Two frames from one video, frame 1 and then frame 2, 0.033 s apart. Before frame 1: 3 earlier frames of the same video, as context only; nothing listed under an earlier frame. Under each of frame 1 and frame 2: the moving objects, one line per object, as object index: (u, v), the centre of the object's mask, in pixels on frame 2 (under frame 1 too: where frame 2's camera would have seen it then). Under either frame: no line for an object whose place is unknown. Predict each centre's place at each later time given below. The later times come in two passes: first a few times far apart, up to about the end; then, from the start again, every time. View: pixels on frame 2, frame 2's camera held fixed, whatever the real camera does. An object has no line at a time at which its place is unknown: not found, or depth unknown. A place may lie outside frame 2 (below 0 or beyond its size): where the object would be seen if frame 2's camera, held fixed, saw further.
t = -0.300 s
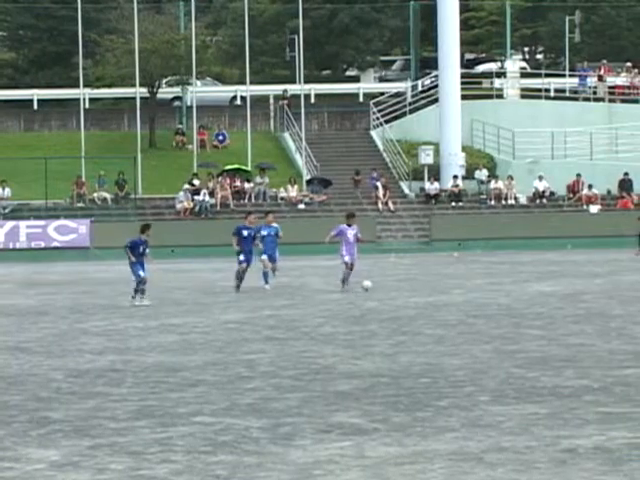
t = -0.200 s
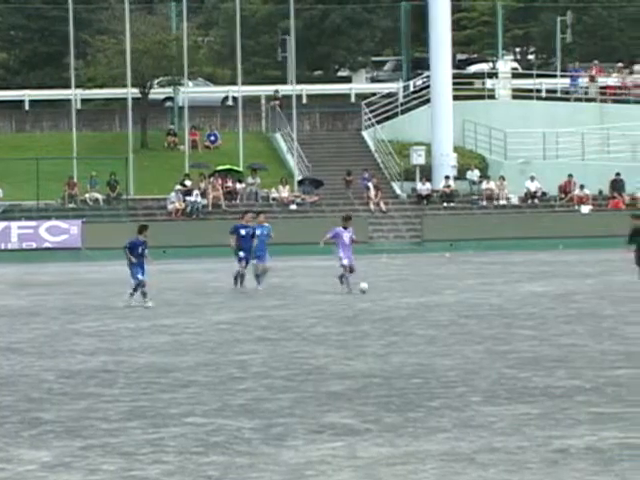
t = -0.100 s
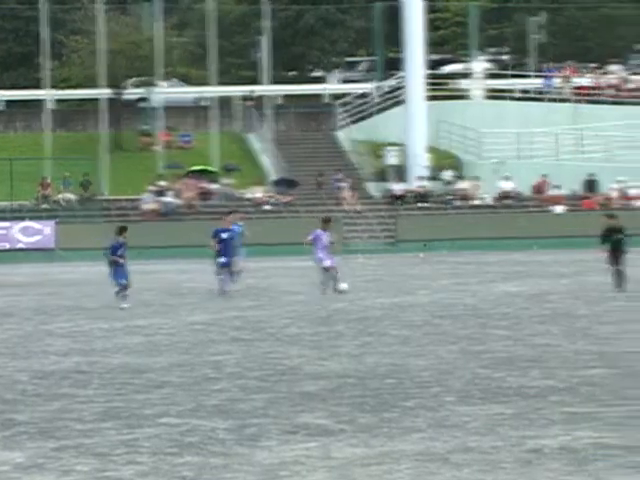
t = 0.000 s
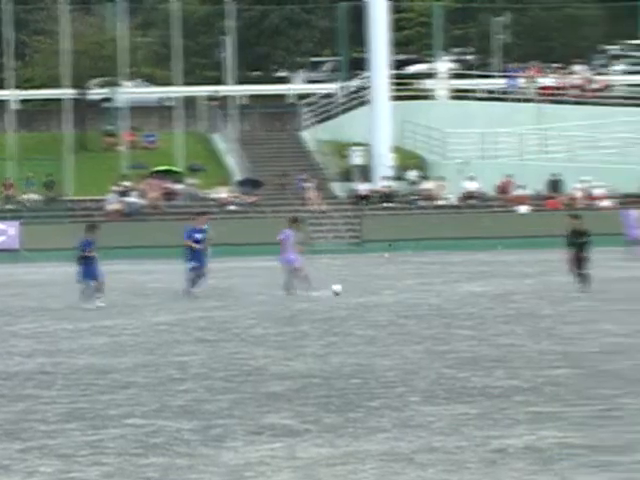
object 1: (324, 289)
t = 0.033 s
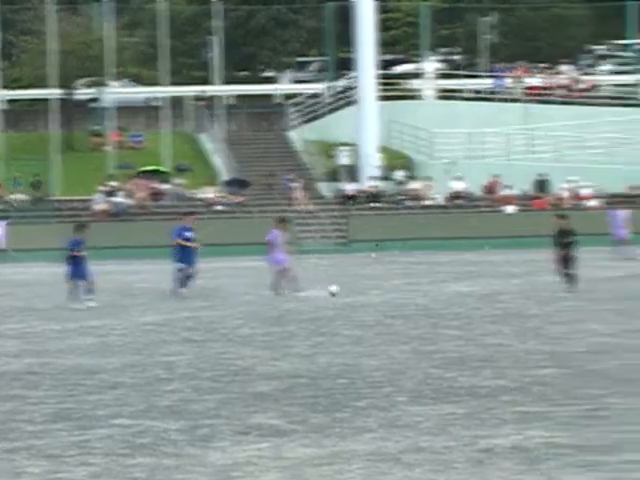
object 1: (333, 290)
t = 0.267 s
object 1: (395, 293)
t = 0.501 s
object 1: (447, 293)
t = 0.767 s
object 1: (497, 285)
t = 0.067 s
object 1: (343, 291)
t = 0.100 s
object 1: (352, 291)
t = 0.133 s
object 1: (361, 291)
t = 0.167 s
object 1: (370, 292)
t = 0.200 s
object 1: (379, 292)
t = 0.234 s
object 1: (387, 293)
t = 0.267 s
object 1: (395, 293)
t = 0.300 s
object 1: (404, 293)
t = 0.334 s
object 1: (411, 293)
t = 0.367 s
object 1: (420, 294)
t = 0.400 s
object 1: (427, 295)
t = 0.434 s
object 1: (434, 294)
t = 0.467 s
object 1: (441, 293)
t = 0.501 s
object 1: (447, 293)
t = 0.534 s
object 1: (454, 293)
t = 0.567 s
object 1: (460, 293)
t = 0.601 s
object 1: (466, 297)
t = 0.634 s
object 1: (474, 297)
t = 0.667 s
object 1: (480, 294)
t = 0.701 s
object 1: (487, 289)
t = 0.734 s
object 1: (492, 288)
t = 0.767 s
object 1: (497, 285)
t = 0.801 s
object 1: (504, 284)
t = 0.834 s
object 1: (510, 283)
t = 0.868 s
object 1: (516, 284)
